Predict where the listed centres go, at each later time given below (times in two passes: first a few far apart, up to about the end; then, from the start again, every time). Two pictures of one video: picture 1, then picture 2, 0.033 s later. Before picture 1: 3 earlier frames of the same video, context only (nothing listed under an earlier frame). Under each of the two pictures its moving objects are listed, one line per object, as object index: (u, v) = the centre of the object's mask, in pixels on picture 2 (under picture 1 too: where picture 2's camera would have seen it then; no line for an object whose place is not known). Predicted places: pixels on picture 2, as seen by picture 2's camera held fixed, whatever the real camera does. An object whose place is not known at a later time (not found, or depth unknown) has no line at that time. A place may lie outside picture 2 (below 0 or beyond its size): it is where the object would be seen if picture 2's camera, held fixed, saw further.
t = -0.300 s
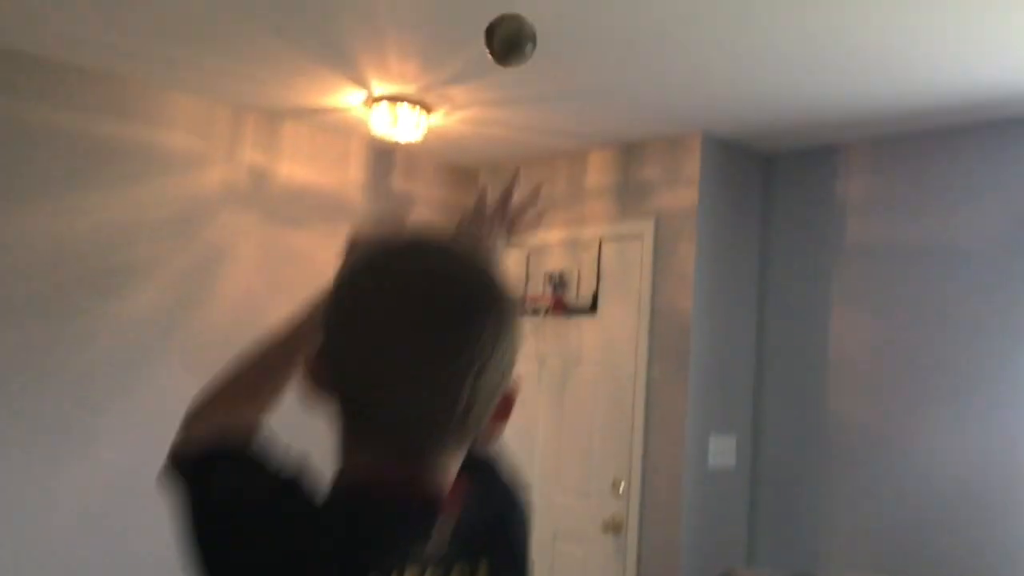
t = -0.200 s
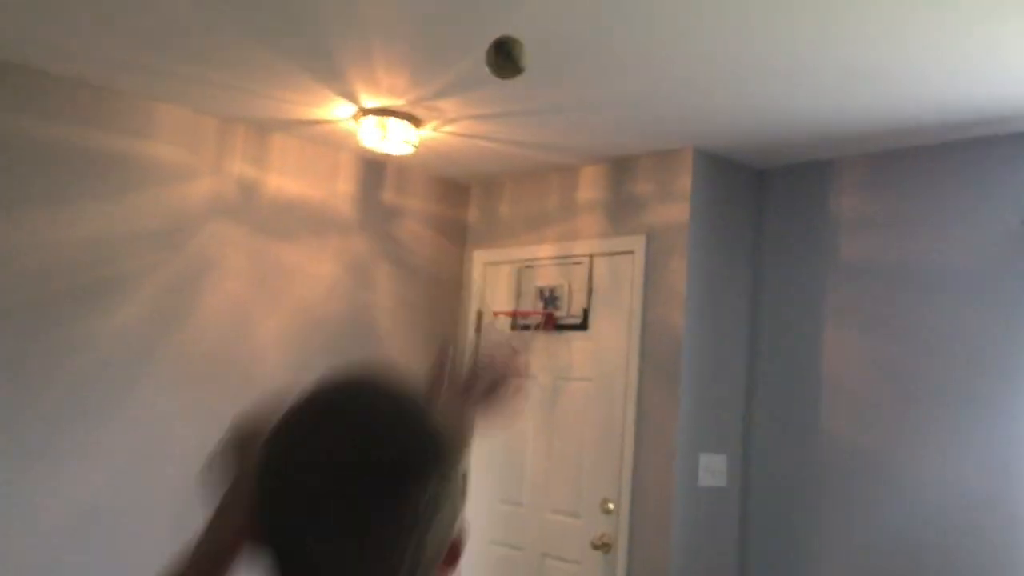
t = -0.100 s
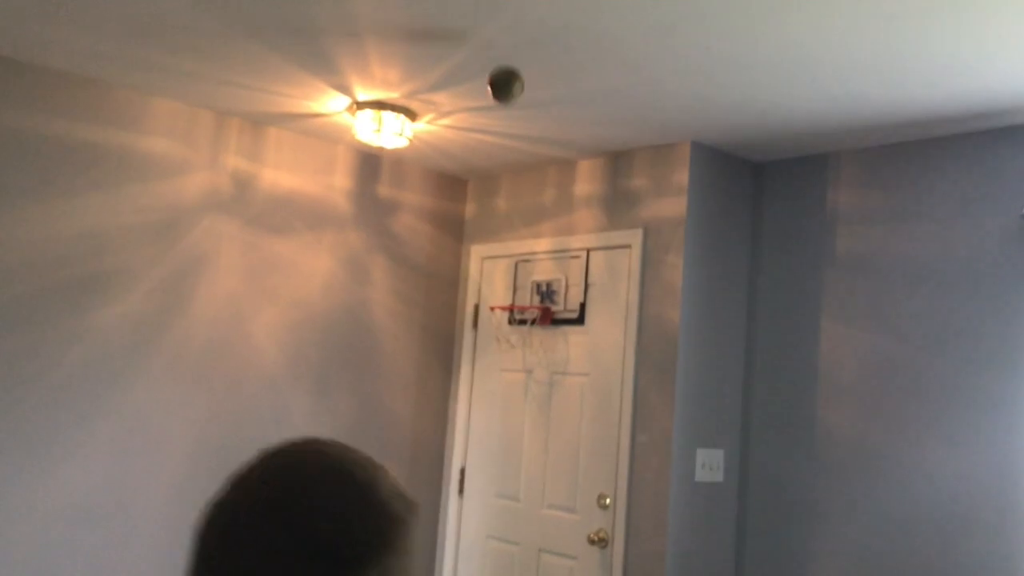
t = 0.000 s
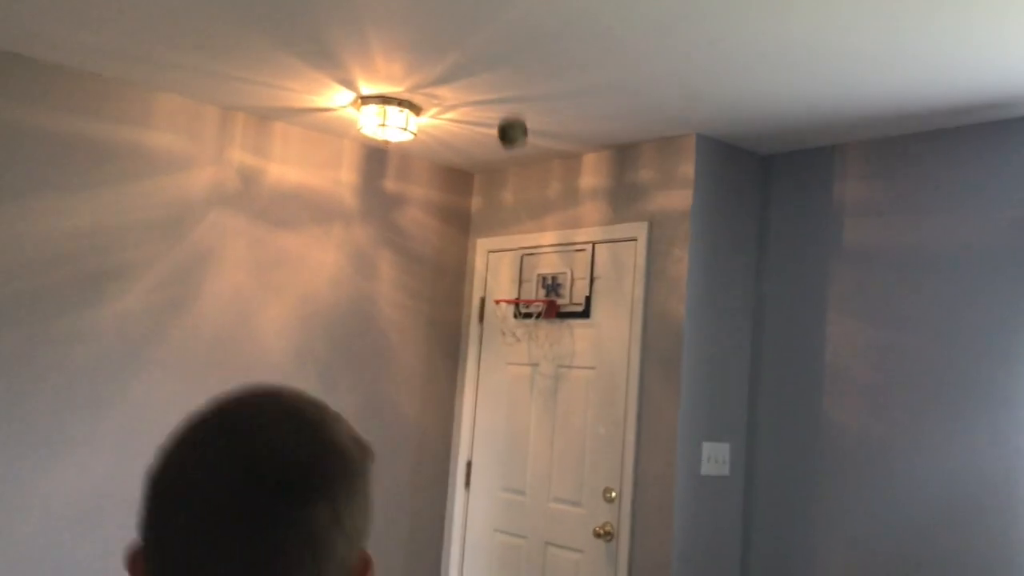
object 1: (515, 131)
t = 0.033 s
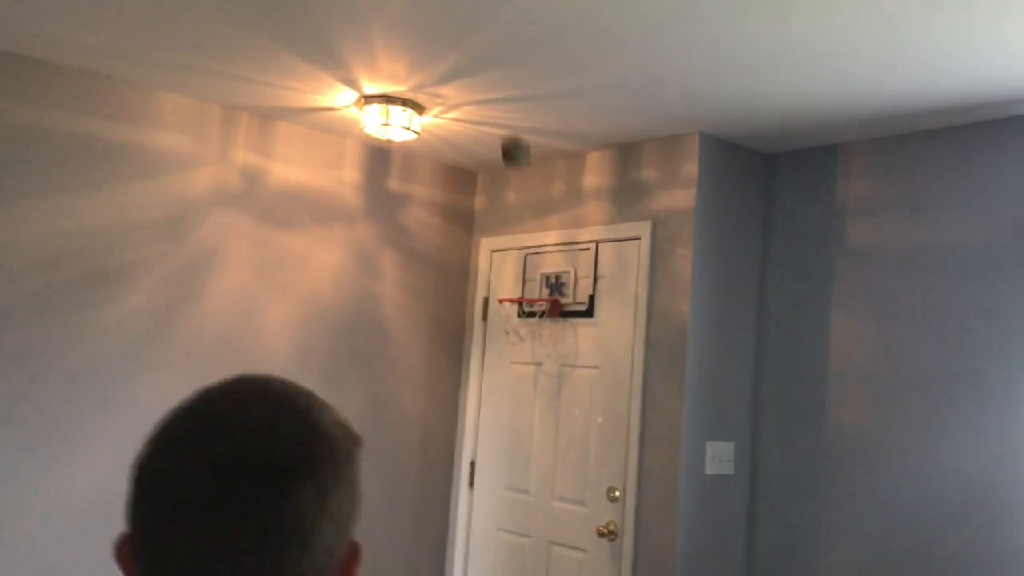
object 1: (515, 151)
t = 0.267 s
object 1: (517, 283)
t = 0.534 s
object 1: (524, 269)
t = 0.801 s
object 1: (500, 383)
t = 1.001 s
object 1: (483, 560)
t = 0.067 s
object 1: (516, 174)
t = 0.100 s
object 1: (514, 195)
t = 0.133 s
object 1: (515, 219)
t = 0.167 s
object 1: (514, 242)
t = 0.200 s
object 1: (514, 266)
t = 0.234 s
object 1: (514, 290)
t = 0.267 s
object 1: (517, 283)
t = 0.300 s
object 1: (520, 273)
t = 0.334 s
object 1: (522, 266)
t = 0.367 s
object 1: (525, 263)
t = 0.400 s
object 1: (527, 260)
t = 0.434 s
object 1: (530, 261)
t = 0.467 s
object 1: (528, 261)
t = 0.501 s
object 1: (526, 264)
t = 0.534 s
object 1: (524, 269)
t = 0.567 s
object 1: (520, 277)
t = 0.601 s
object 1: (518, 286)
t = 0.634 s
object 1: (514, 293)
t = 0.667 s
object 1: (514, 315)
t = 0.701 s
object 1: (509, 325)
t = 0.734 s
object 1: (508, 341)
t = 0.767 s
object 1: (503, 362)
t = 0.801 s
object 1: (500, 383)
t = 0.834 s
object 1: (496, 407)
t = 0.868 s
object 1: (493, 434)
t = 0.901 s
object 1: (491, 463)
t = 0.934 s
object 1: (490, 495)
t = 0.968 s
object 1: (486, 530)
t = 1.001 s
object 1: (483, 560)
